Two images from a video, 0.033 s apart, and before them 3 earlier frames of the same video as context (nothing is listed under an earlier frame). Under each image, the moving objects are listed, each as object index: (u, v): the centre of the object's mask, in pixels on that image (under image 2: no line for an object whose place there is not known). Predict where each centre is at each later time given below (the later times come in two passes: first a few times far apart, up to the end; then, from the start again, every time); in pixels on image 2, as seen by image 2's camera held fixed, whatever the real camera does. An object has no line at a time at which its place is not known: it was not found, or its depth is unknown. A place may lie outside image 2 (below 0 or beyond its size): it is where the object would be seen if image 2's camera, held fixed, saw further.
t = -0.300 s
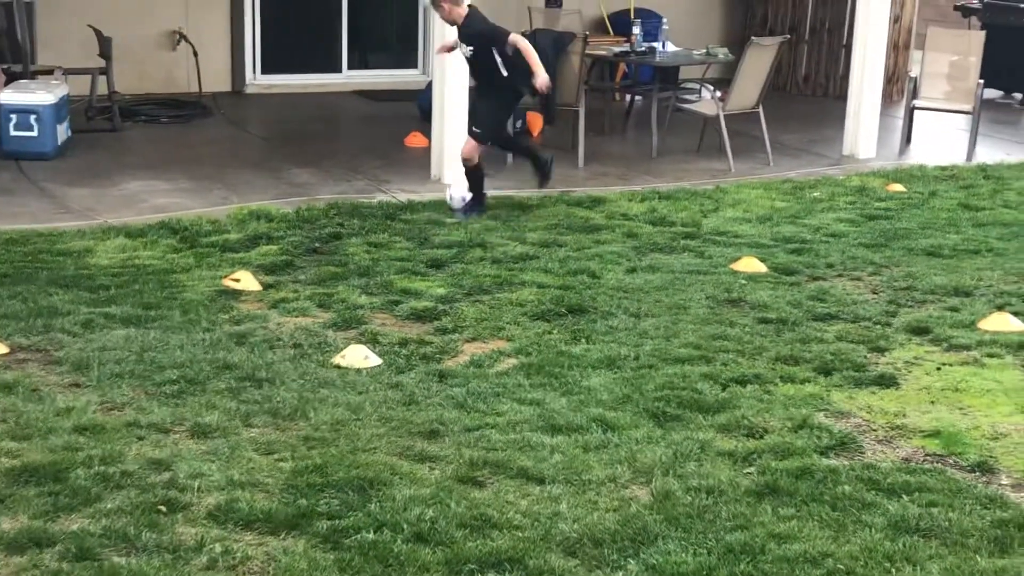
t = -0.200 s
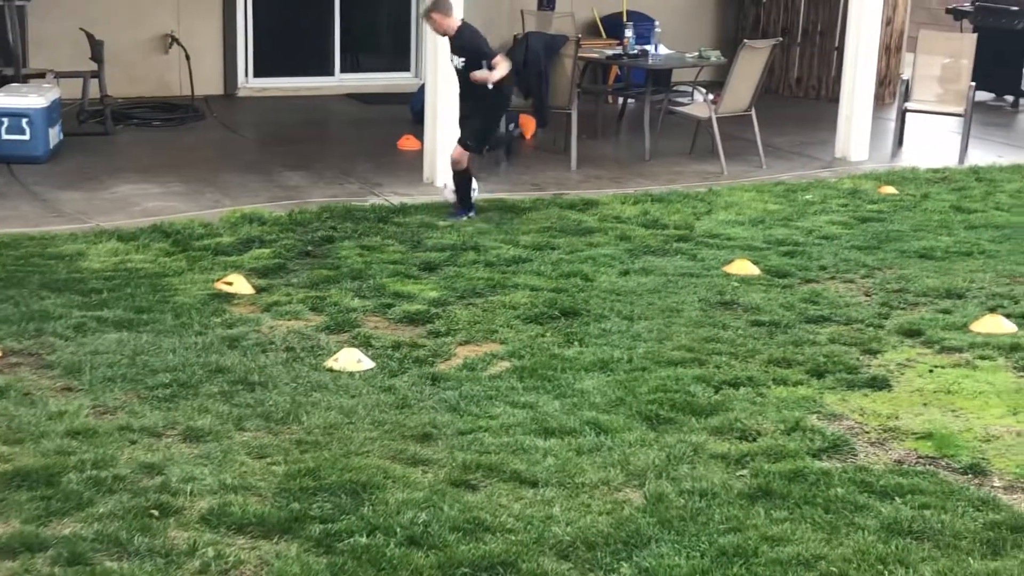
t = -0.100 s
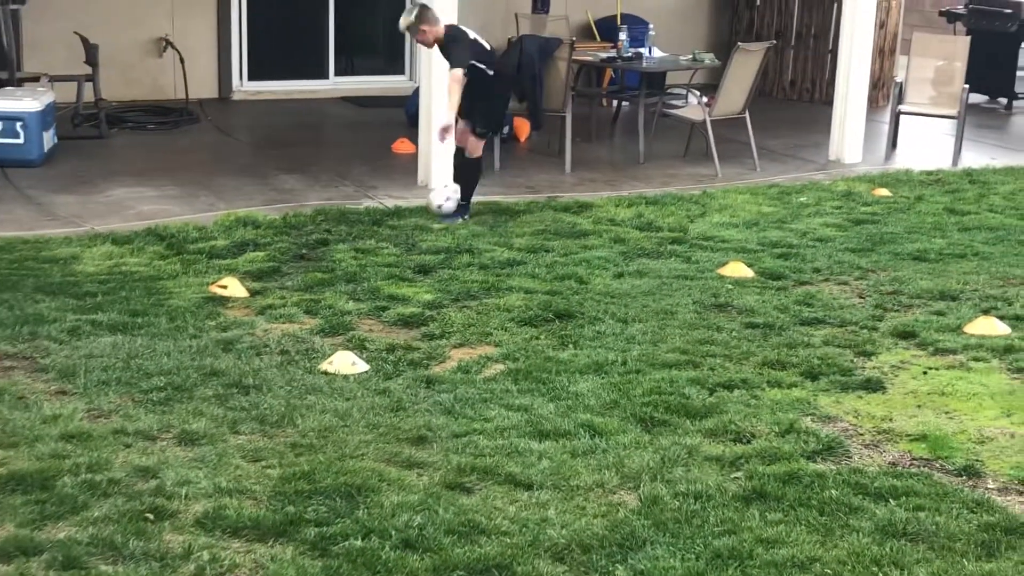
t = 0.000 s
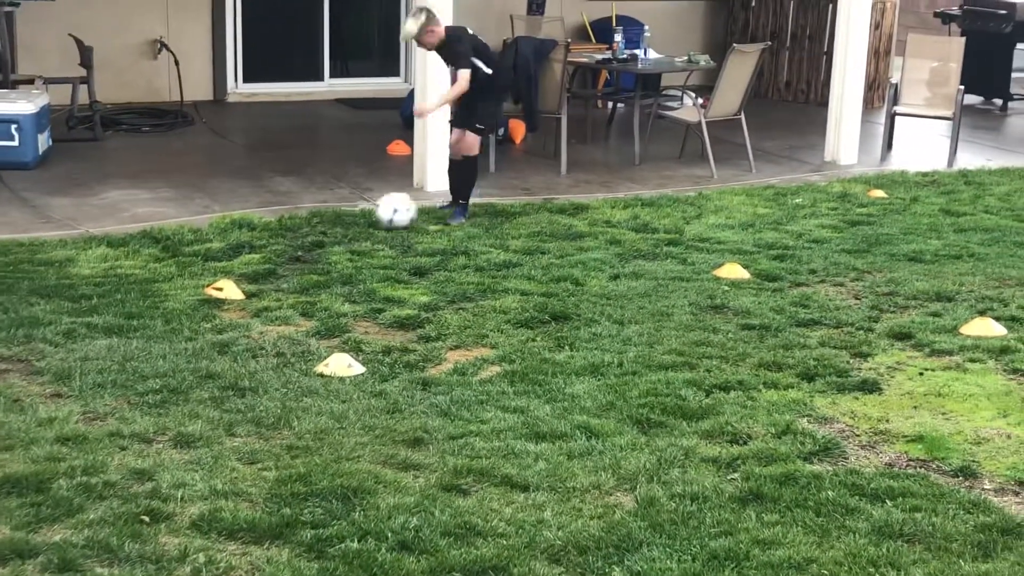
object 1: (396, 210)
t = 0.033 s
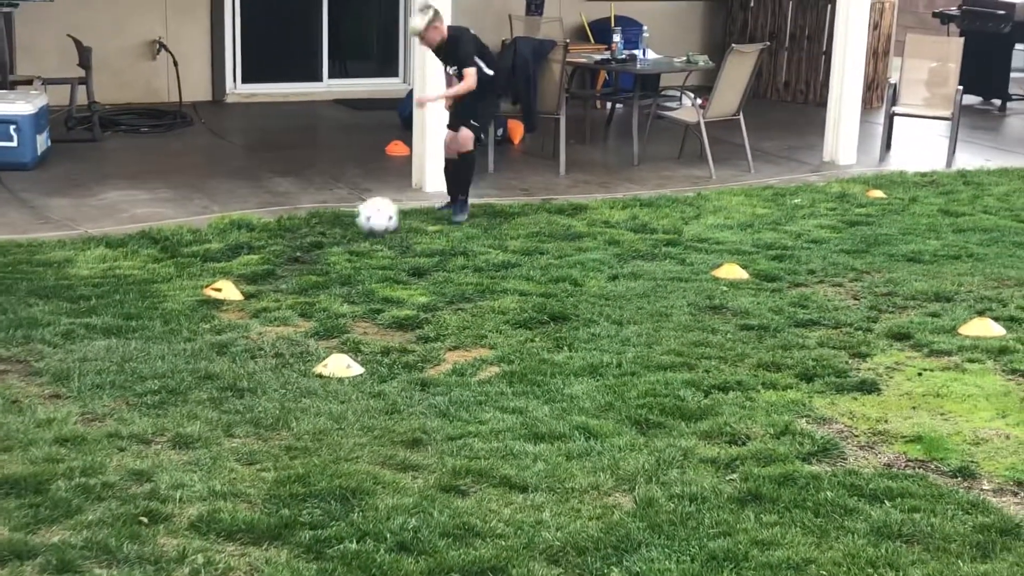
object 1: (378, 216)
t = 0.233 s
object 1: (307, 223)
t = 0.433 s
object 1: (250, 245)
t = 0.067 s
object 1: (361, 221)
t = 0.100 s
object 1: (346, 226)
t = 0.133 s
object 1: (333, 226)
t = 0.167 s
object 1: (325, 224)
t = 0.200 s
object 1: (316, 224)
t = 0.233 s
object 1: (307, 223)
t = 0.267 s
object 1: (298, 226)
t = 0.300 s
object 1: (288, 230)
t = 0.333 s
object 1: (279, 238)
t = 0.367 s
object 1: (270, 246)
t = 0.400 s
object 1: (260, 250)
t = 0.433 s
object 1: (250, 245)
